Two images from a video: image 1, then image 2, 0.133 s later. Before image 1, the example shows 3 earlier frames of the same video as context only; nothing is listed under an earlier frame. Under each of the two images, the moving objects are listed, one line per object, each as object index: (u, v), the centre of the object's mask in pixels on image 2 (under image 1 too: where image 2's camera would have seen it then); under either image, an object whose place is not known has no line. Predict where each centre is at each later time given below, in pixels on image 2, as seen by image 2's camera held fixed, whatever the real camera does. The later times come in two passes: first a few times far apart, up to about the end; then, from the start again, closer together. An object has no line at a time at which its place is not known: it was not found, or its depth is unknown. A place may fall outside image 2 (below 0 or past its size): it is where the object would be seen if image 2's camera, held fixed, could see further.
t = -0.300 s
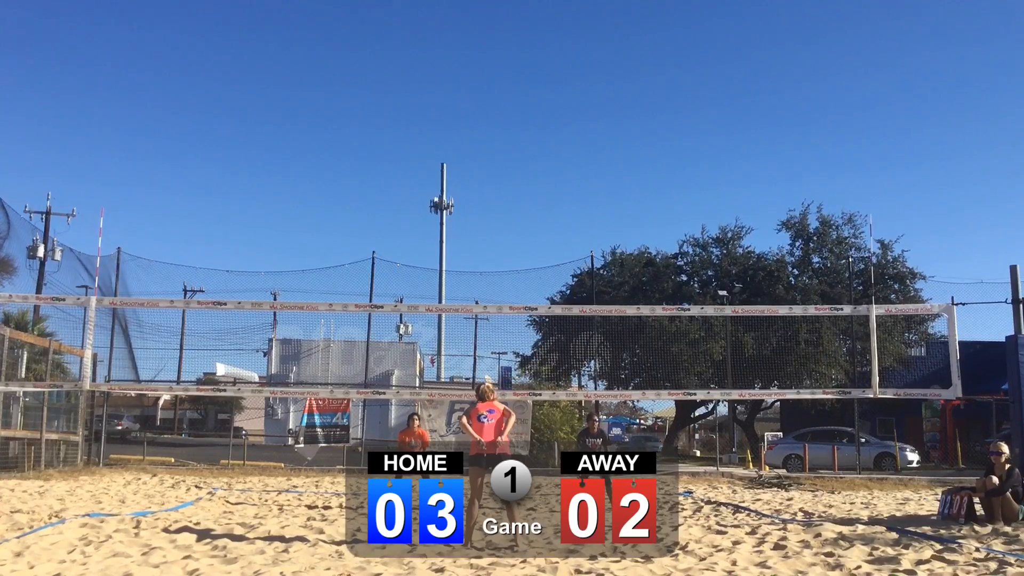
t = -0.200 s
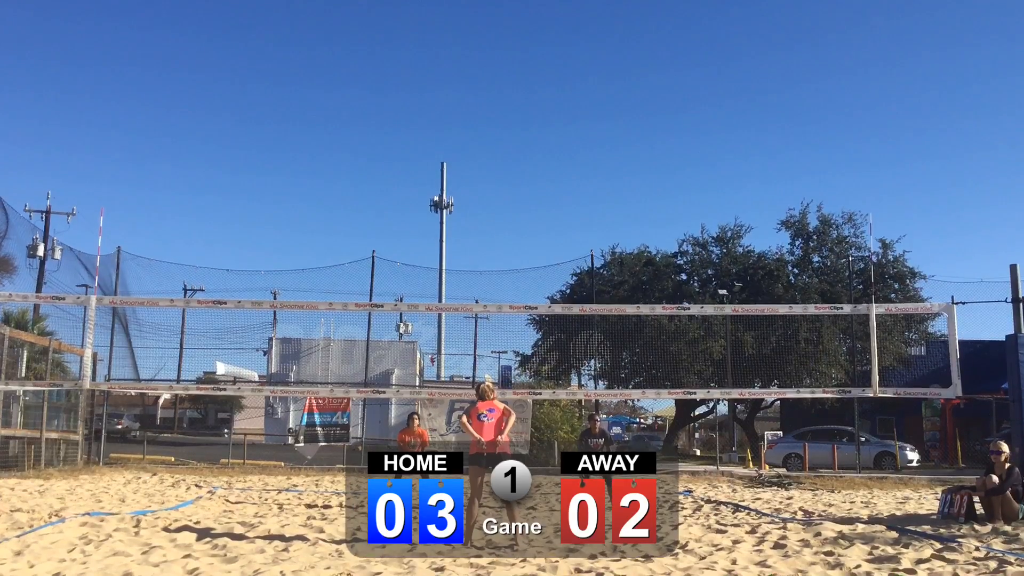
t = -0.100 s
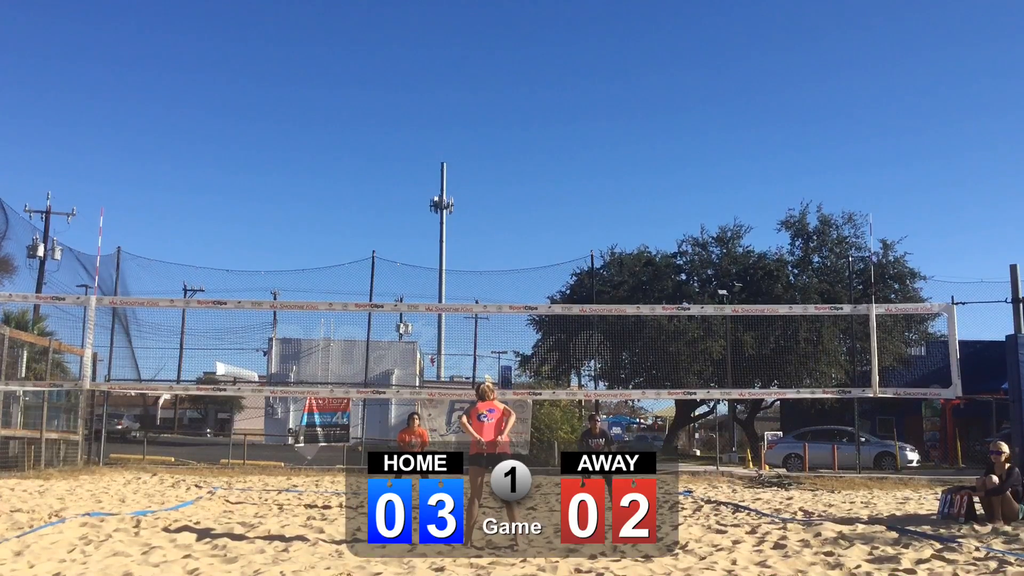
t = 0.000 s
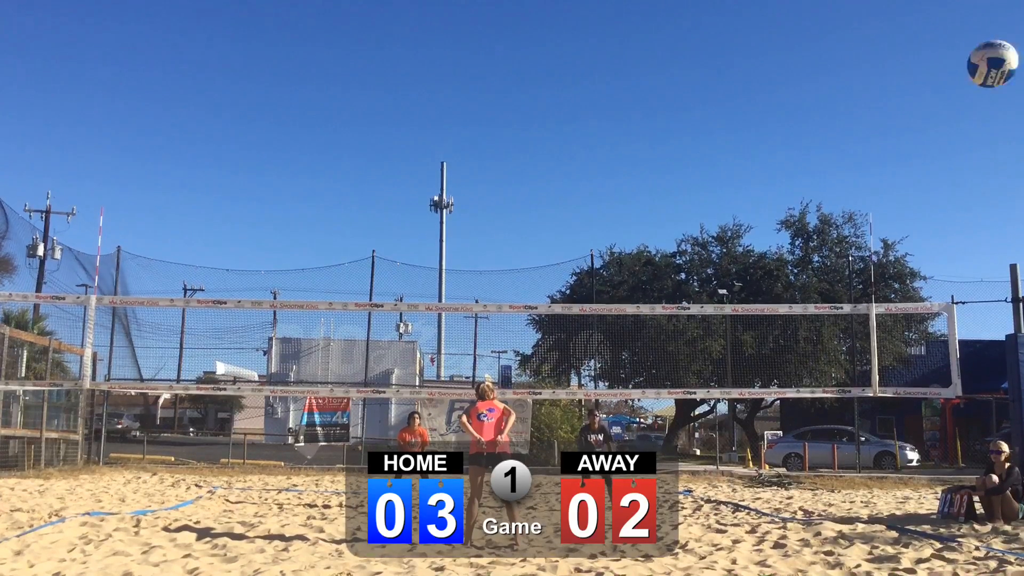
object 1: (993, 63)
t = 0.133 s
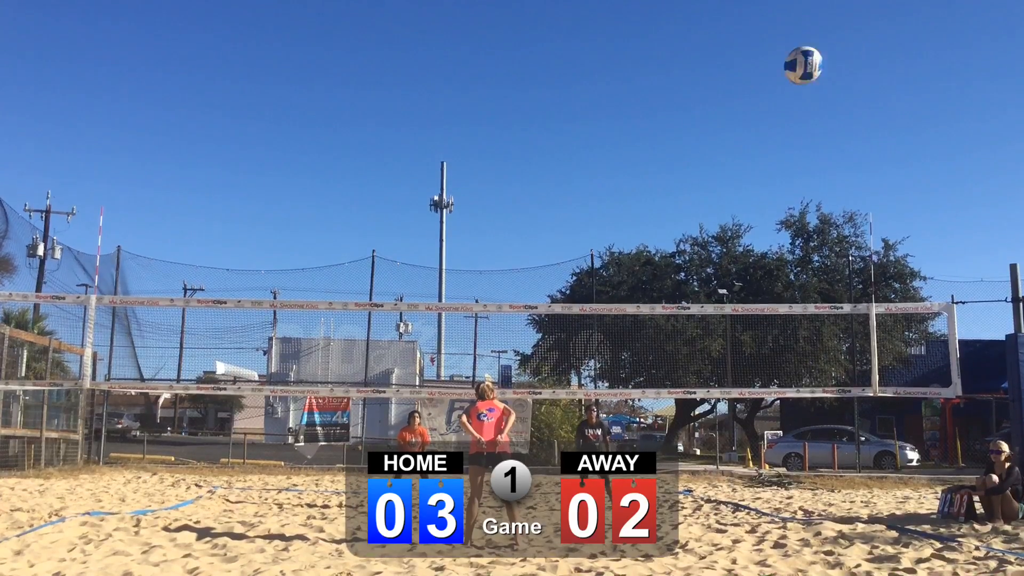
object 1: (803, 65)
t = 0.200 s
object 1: (738, 75)
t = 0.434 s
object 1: (593, 137)
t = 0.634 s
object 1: (521, 210)
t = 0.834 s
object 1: (472, 294)
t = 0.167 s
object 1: (769, 69)
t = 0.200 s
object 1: (738, 75)
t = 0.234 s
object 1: (710, 82)
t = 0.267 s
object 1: (685, 89)
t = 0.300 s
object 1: (663, 97)
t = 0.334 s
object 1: (644, 106)
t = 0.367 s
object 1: (625, 116)
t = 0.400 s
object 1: (609, 126)
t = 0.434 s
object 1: (593, 137)
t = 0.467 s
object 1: (580, 148)
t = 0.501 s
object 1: (566, 160)
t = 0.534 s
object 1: (554, 172)
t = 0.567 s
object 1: (543, 184)
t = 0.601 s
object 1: (532, 197)
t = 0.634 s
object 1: (521, 210)
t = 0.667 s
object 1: (512, 223)
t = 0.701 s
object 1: (503, 237)
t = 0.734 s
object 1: (494, 251)
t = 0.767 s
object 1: (486, 266)
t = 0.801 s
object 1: (479, 280)
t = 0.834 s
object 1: (472, 294)
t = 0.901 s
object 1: (459, 324)
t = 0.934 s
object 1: (452, 339)
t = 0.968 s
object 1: (447, 355)
